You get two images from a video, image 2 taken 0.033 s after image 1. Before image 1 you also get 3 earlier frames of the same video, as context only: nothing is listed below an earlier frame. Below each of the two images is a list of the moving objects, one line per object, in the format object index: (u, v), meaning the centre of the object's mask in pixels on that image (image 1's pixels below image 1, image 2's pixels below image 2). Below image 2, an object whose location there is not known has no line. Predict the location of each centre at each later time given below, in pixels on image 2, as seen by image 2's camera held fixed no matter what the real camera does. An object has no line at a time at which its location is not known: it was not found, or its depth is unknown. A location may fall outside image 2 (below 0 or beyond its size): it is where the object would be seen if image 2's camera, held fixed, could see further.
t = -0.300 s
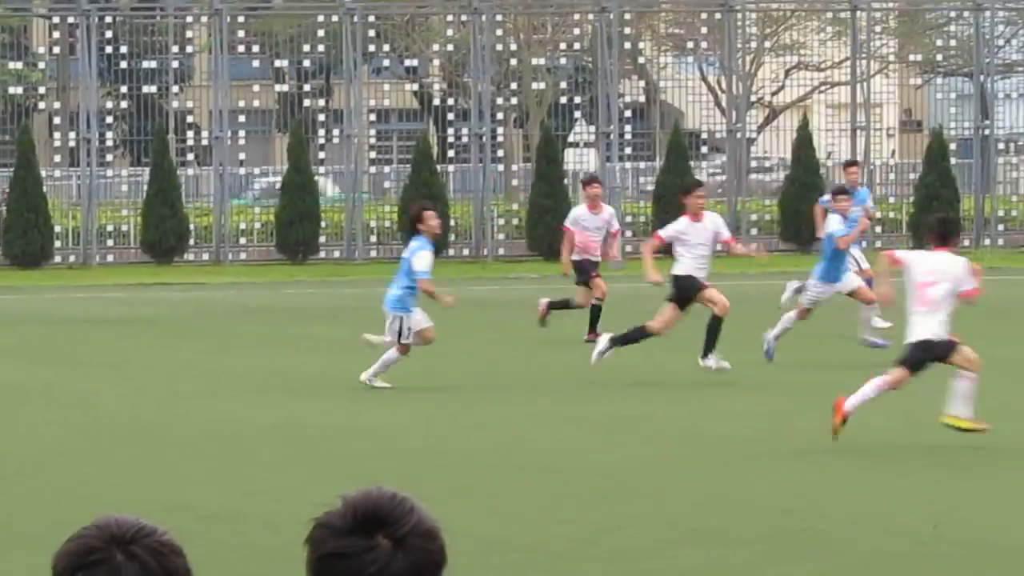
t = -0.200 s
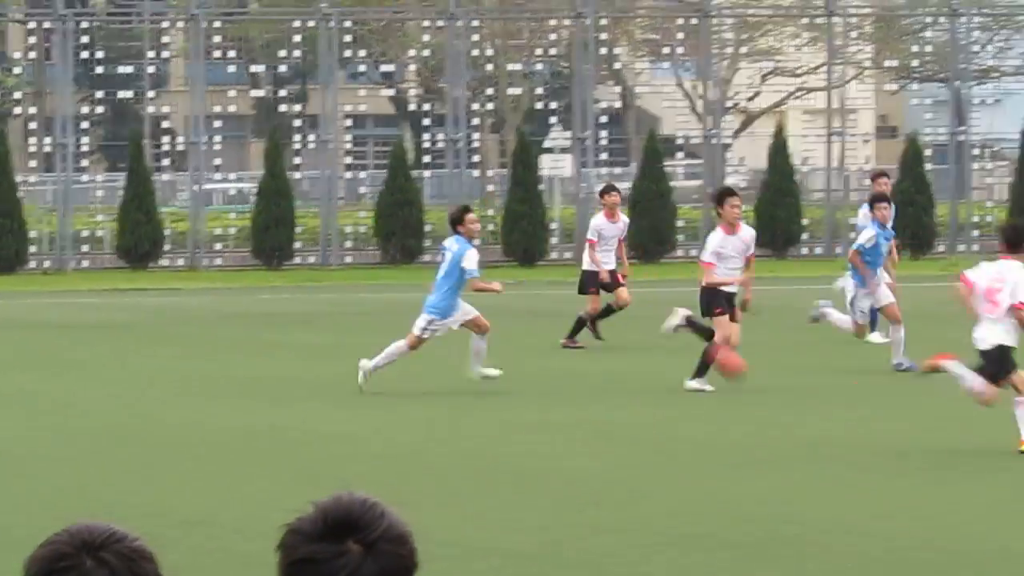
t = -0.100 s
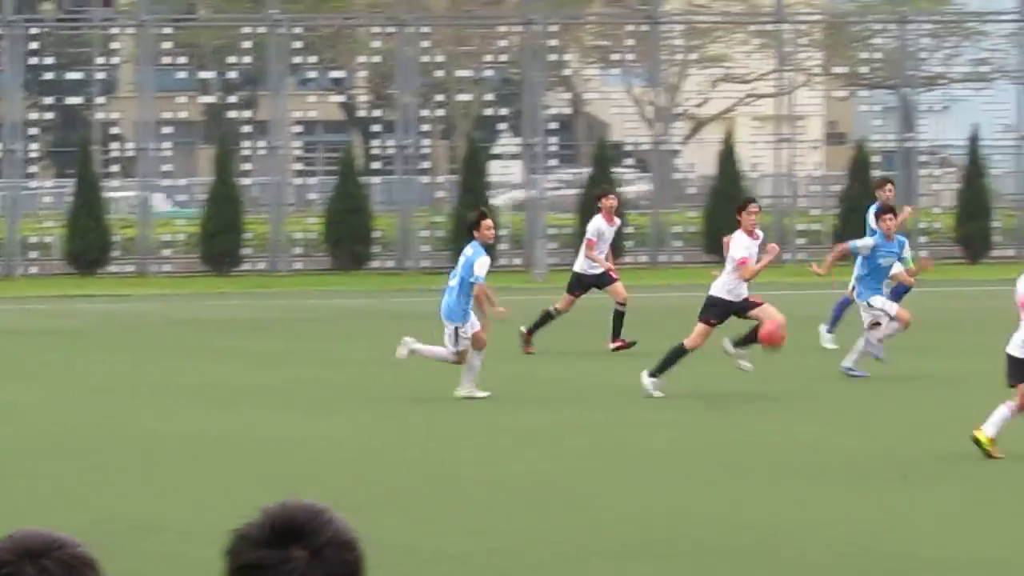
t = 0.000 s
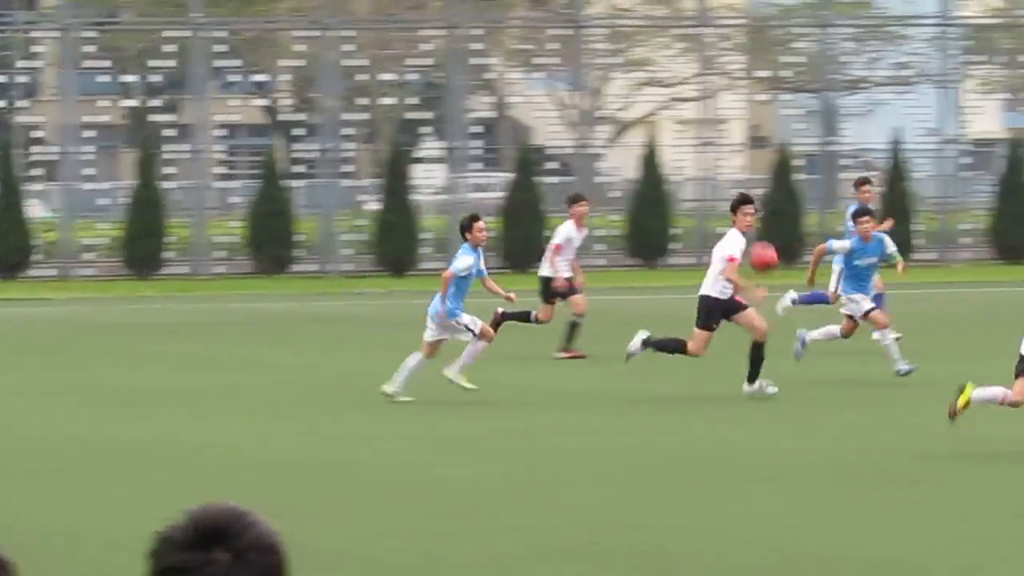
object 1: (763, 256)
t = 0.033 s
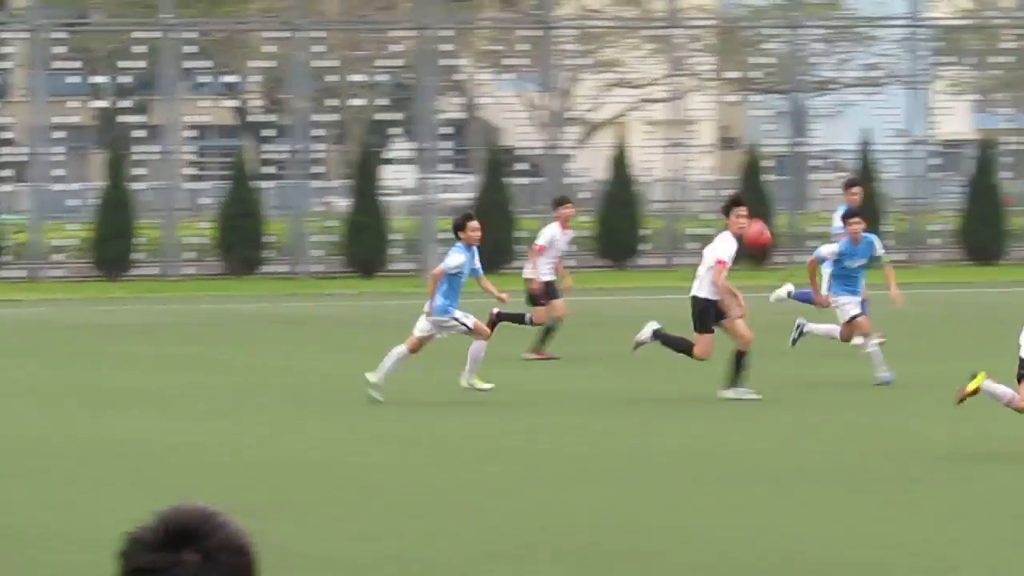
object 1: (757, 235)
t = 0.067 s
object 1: (781, 214)
